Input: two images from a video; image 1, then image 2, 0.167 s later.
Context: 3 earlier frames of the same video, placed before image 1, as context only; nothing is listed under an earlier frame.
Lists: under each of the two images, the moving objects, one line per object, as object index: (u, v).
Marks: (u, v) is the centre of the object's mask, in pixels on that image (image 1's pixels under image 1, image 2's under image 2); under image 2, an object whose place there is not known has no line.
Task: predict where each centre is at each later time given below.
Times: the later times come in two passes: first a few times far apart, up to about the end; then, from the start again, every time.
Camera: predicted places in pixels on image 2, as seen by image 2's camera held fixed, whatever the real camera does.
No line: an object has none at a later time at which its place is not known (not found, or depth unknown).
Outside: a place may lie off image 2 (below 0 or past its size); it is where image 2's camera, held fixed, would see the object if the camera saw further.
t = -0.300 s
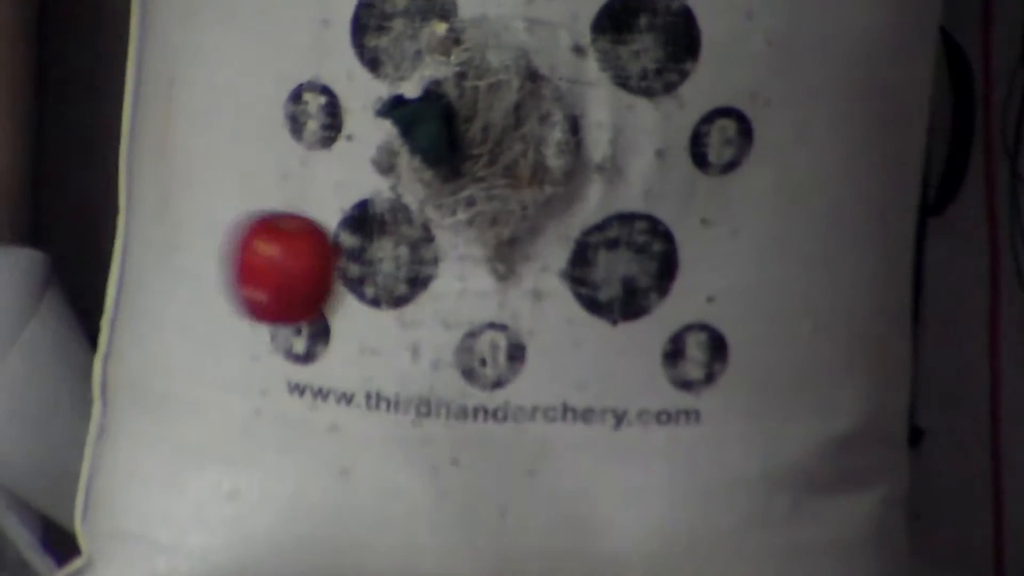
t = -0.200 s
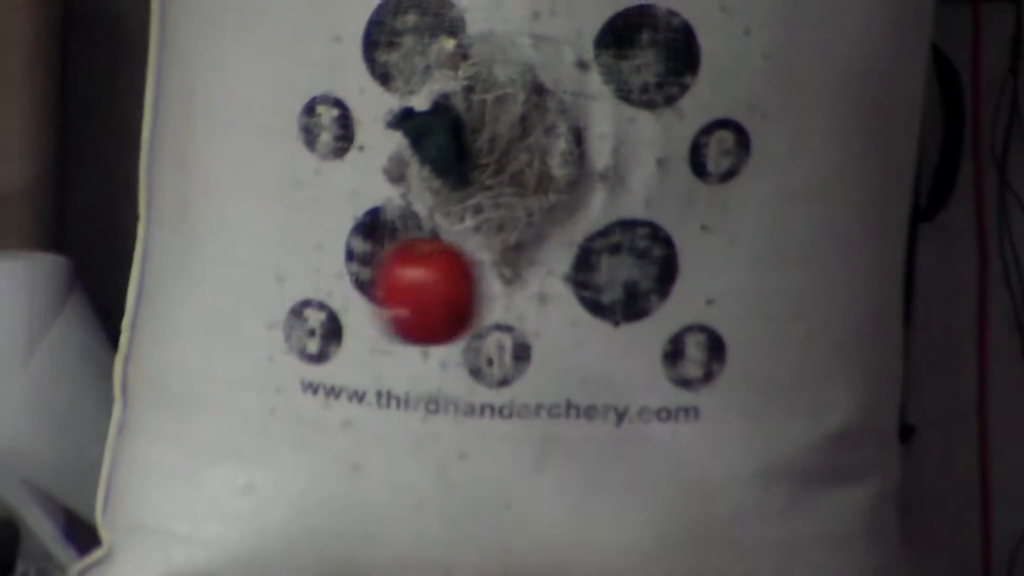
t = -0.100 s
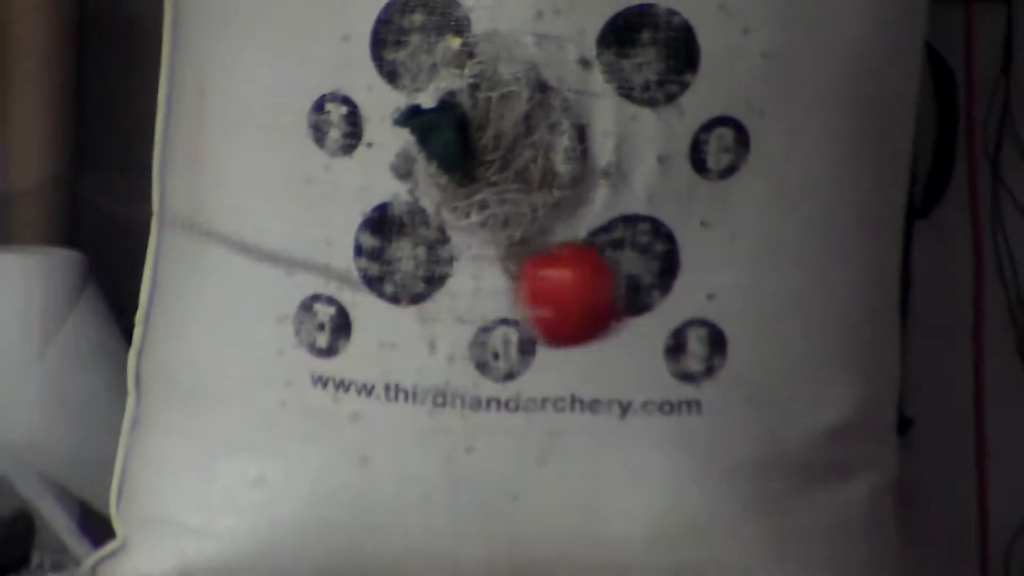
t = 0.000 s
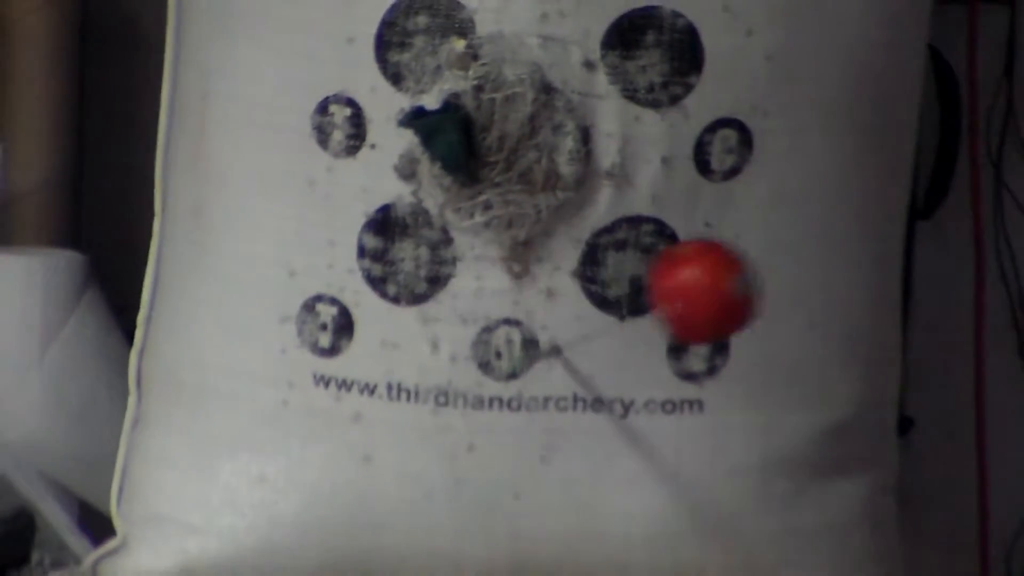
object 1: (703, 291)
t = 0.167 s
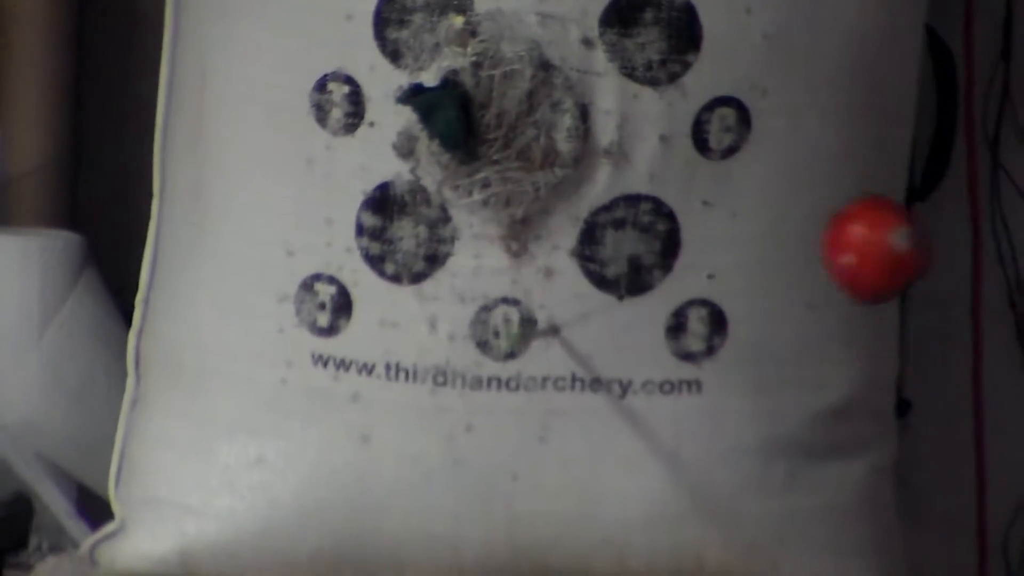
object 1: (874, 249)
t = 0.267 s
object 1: (942, 231)
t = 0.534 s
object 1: (946, 225)
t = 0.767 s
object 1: (749, 260)
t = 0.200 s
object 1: (902, 244)
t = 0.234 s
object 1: (922, 238)
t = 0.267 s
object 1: (942, 231)
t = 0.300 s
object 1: (955, 227)
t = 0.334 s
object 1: (967, 224)
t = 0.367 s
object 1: (973, 222)
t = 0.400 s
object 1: (974, 220)
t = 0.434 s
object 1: (973, 220)
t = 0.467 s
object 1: (969, 221)
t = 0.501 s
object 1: (959, 224)
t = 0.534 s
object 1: (946, 225)
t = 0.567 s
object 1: (927, 229)
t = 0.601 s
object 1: (906, 234)
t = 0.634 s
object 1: (882, 239)
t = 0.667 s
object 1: (854, 245)
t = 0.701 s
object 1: (821, 251)
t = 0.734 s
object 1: (787, 256)
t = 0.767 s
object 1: (749, 260)
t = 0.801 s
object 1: (708, 263)
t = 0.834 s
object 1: (678, 268)
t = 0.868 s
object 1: (648, 271)
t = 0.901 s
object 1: (618, 273)
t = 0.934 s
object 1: (584, 274)
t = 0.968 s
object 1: (551, 274)
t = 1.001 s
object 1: (523, 273)
